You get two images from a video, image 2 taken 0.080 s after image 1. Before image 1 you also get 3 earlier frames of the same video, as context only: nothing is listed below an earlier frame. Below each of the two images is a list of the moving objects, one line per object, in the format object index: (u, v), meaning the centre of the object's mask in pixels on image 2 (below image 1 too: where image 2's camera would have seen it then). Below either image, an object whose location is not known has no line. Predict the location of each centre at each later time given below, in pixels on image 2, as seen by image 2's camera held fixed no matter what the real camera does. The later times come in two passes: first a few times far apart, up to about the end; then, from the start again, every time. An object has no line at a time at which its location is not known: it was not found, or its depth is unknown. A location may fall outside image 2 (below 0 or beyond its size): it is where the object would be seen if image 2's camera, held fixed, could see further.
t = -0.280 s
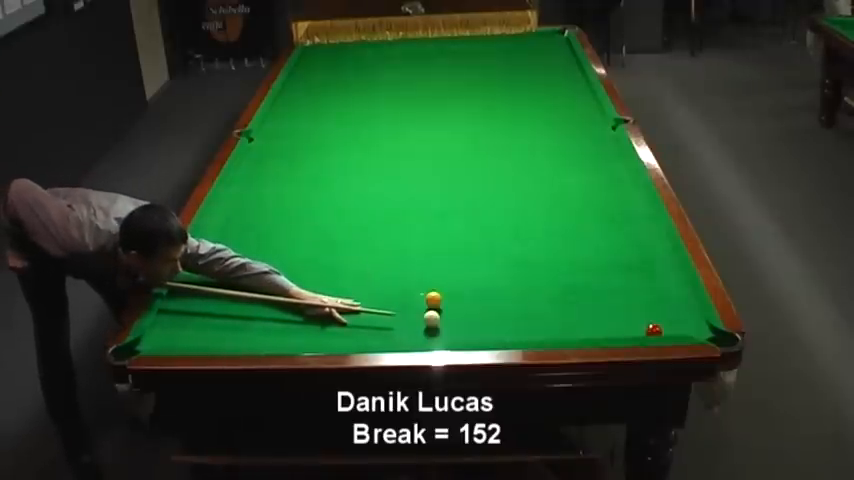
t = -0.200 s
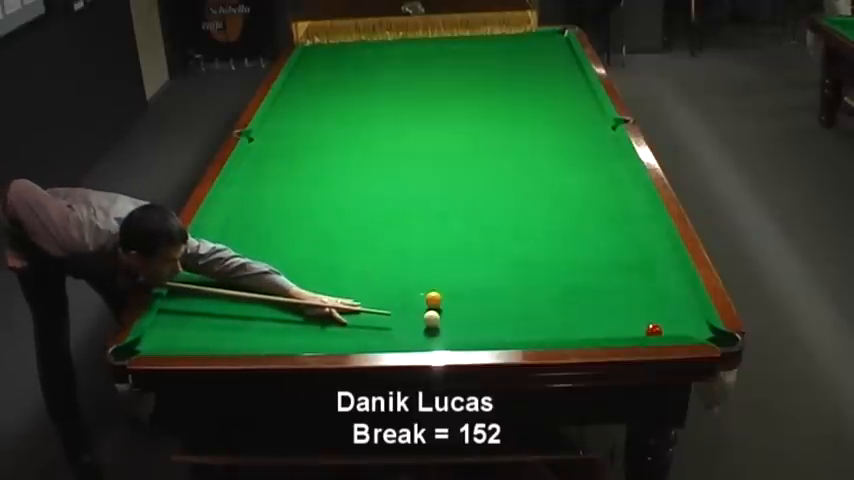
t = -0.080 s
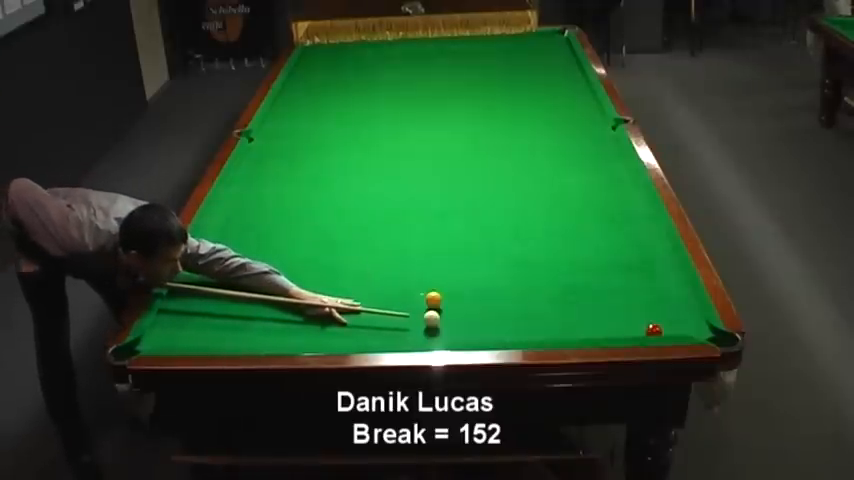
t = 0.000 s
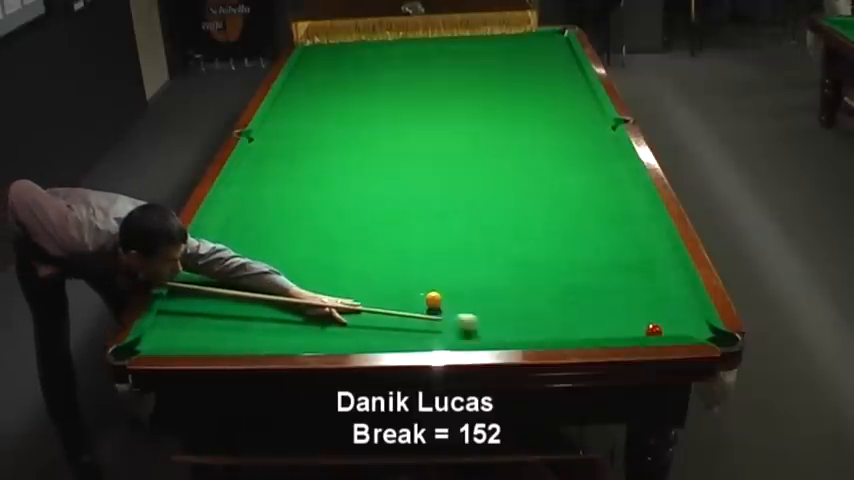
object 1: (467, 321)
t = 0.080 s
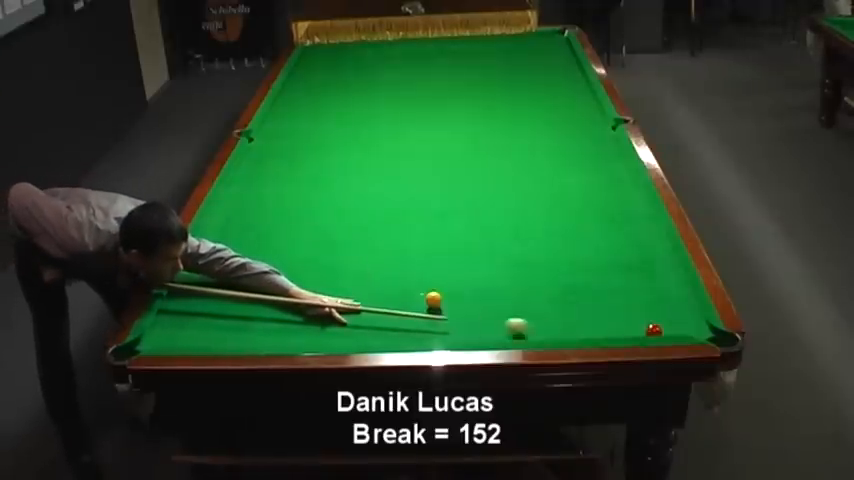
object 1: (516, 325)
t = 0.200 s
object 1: (585, 329)
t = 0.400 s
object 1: (641, 326)
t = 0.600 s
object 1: (662, 320)
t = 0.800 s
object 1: (683, 314)
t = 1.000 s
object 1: (682, 308)
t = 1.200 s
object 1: (667, 304)
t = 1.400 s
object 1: (653, 299)
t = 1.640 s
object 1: (638, 295)
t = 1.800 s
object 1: (629, 292)
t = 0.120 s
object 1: (539, 326)
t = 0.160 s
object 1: (562, 328)
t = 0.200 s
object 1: (585, 329)
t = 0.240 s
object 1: (607, 330)
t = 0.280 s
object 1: (629, 330)
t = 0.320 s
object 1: (637, 329)
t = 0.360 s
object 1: (638, 327)
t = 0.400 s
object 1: (641, 326)
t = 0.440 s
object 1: (644, 325)
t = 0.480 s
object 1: (648, 324)
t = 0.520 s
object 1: (653, 323)
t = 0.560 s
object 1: (658, 321)
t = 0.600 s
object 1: (662, 320)
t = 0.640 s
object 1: (666, 319)
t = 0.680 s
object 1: (671, 317)
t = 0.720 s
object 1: (675, 316)
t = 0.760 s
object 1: (679, 315)
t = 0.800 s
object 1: (683, 314)
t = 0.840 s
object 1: (687, 313)
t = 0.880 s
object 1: (691, 311)
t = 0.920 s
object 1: (689, 310)
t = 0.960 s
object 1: (686, 309)
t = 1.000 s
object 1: (682, 308)
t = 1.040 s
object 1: (679, 307)
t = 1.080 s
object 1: (676, 306)
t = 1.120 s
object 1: (673, 305)
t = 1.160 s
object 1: (670, 305)
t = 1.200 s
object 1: (667, 304)
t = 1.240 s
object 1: (664, 302)
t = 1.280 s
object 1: (661, 302)
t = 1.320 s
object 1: (658, 301)
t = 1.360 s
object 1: (656, 300)
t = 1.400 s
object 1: (653, 299)
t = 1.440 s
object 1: (650, 298)
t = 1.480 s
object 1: (648, 297)
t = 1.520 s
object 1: (645, 297)
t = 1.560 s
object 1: (643, 296)
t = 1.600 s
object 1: (640, 295)
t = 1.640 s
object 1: (638, 295)
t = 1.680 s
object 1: (636, 294)
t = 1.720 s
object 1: (633, 293)
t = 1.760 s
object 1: (631, 292)
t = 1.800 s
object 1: (629, 292)
